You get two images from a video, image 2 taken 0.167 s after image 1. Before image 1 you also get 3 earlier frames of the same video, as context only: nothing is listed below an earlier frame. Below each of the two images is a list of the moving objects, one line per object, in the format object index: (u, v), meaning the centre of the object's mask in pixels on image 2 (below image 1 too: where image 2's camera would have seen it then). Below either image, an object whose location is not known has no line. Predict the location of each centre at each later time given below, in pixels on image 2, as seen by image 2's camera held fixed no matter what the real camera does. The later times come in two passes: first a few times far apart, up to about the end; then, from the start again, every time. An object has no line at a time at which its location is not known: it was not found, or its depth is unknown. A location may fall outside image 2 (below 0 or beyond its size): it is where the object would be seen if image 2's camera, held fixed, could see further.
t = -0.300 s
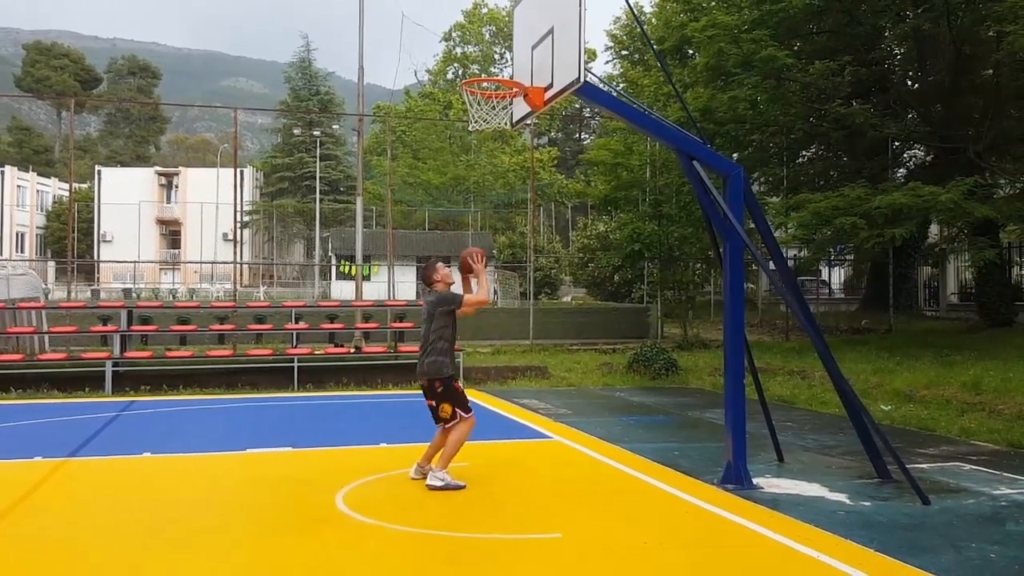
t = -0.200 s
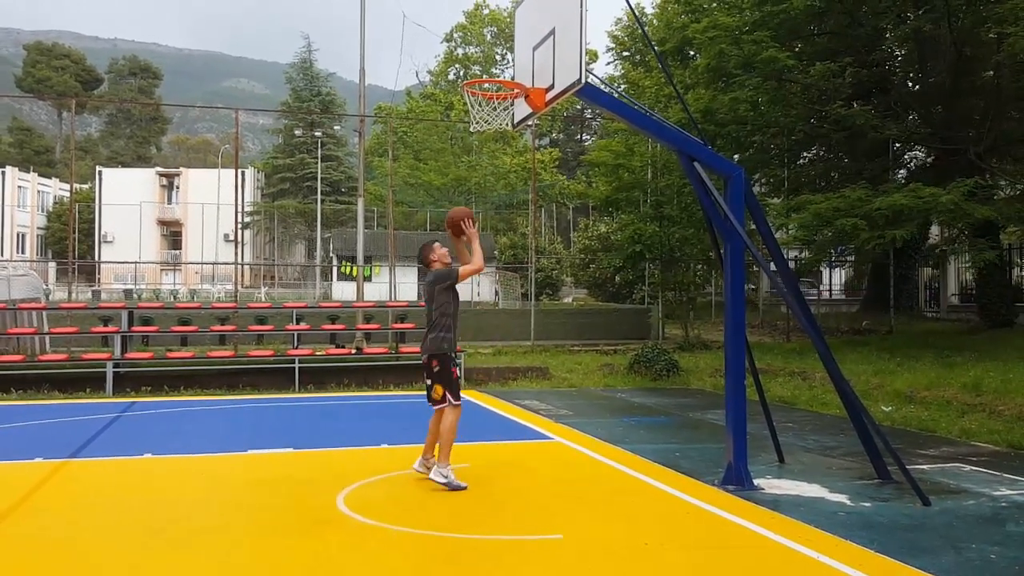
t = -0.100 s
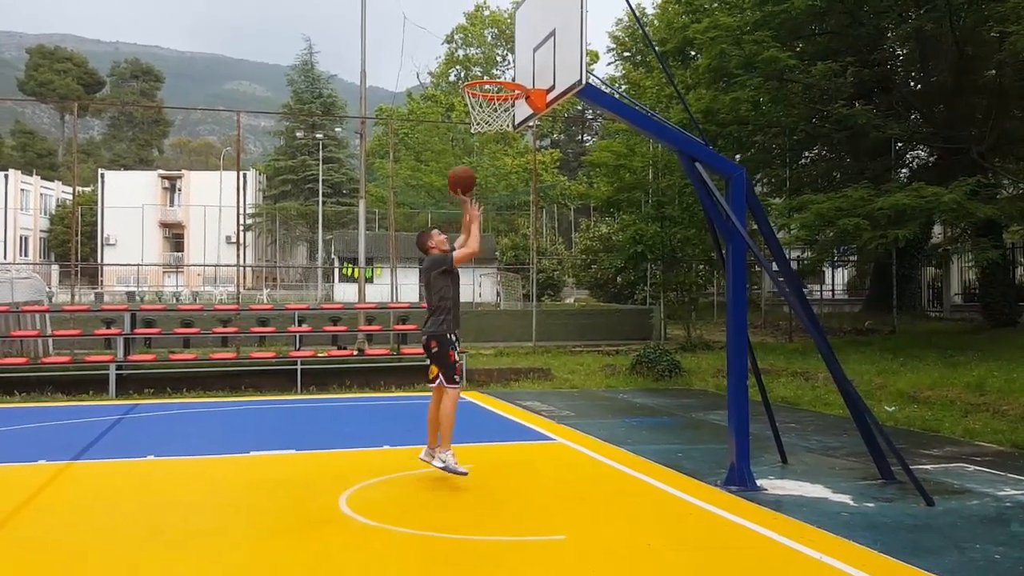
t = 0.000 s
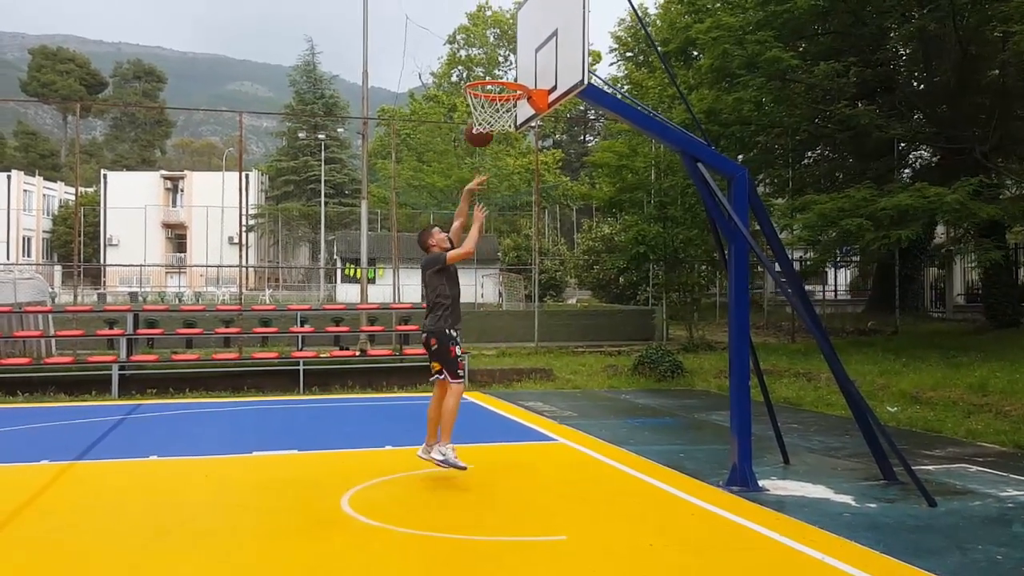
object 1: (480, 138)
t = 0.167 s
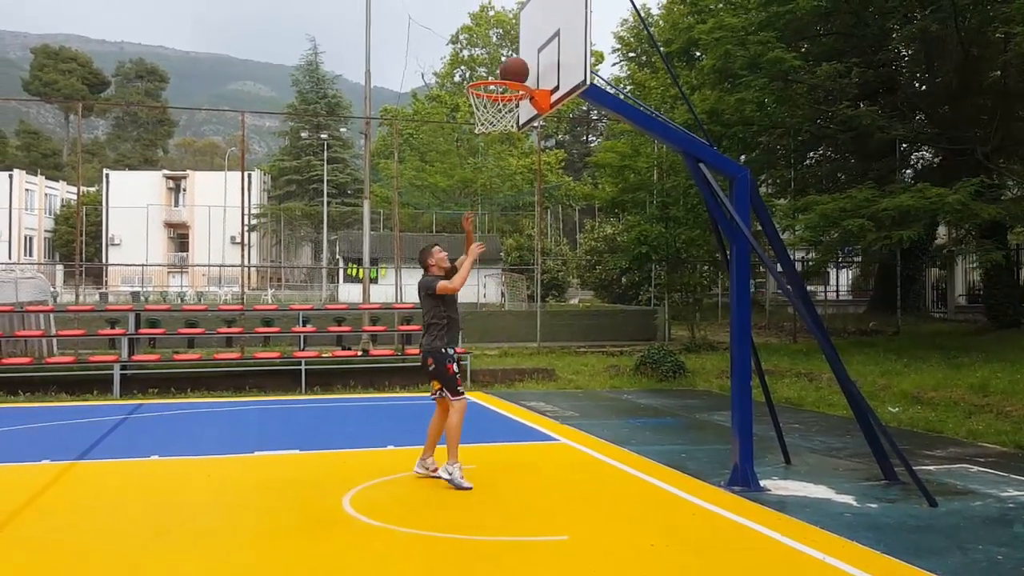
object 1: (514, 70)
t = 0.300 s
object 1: (518, 56)
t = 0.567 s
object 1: (496, 105)
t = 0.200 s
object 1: (520, 63)
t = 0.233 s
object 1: (523, 58)
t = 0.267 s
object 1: (520, 56)
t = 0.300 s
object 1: (518, 56)
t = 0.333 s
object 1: (515, 57)
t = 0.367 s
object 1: (512, 59)
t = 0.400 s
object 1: (510, 63)
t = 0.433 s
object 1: (507, 67)
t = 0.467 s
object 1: (504, 70)
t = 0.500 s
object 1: (499, 84)
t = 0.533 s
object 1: (498, 96)
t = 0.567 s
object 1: (496, 105)
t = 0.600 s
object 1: (492, 118)
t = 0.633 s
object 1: (489, 132)
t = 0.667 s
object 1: (486, 145)
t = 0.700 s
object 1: (483, 160)
